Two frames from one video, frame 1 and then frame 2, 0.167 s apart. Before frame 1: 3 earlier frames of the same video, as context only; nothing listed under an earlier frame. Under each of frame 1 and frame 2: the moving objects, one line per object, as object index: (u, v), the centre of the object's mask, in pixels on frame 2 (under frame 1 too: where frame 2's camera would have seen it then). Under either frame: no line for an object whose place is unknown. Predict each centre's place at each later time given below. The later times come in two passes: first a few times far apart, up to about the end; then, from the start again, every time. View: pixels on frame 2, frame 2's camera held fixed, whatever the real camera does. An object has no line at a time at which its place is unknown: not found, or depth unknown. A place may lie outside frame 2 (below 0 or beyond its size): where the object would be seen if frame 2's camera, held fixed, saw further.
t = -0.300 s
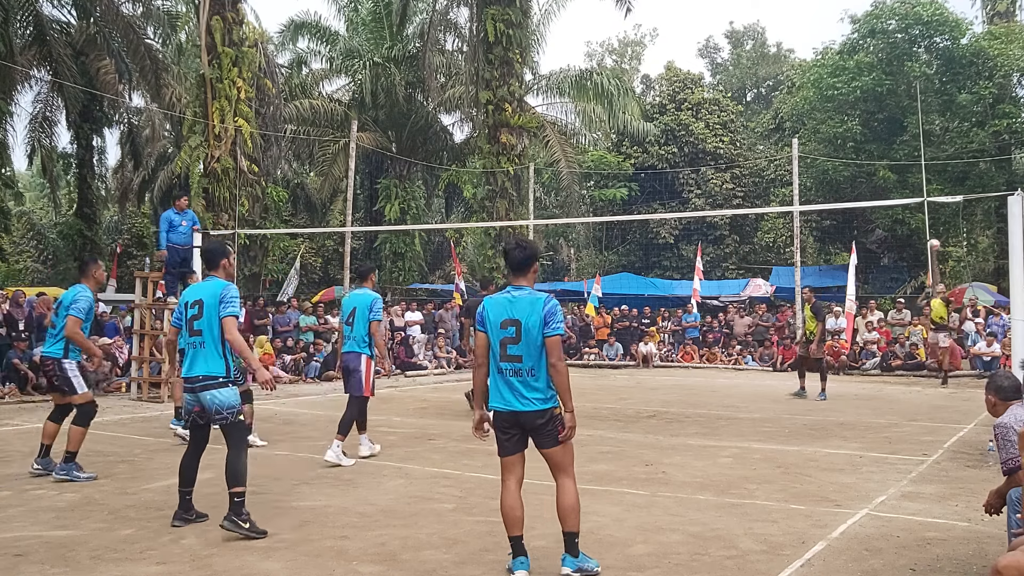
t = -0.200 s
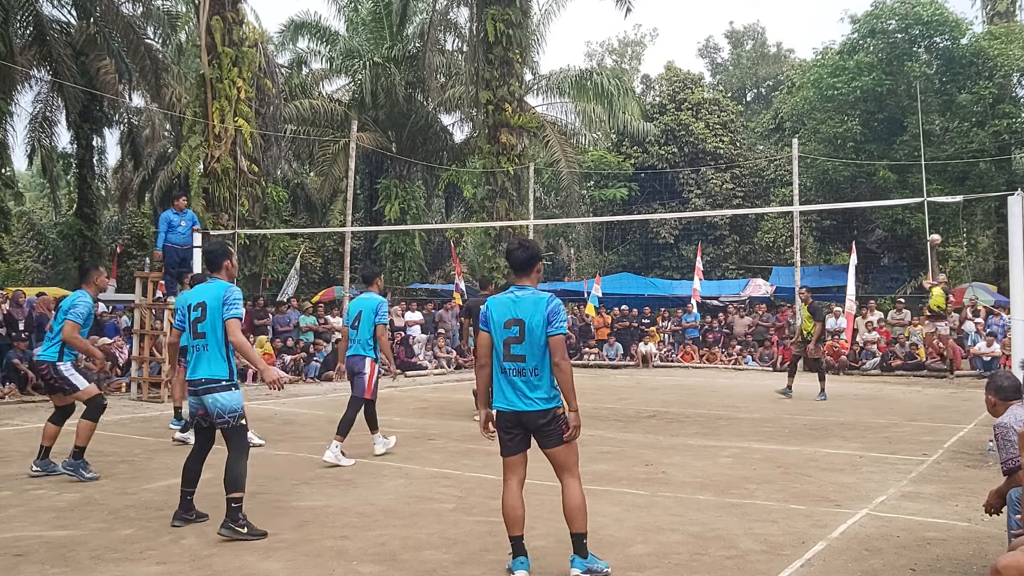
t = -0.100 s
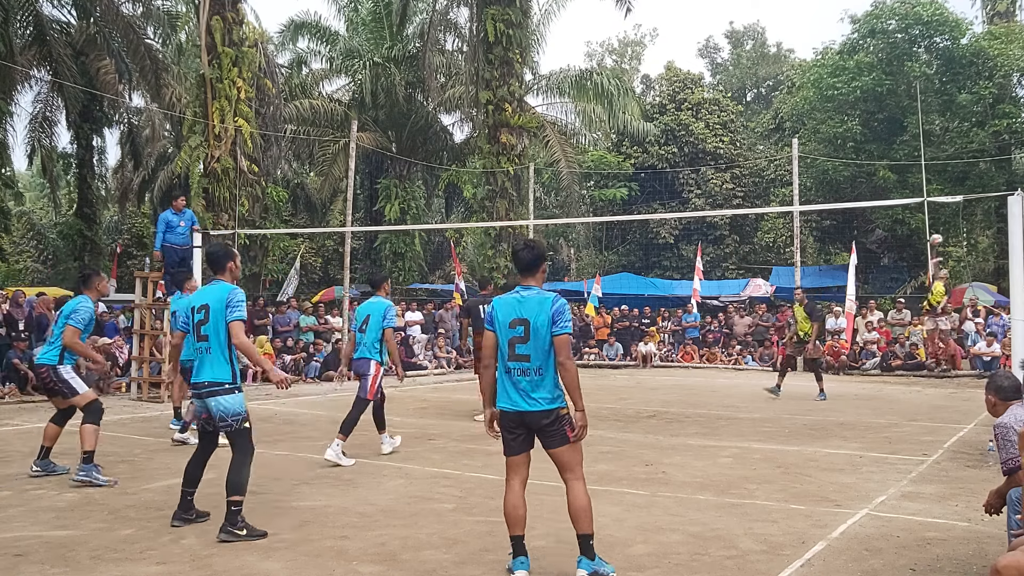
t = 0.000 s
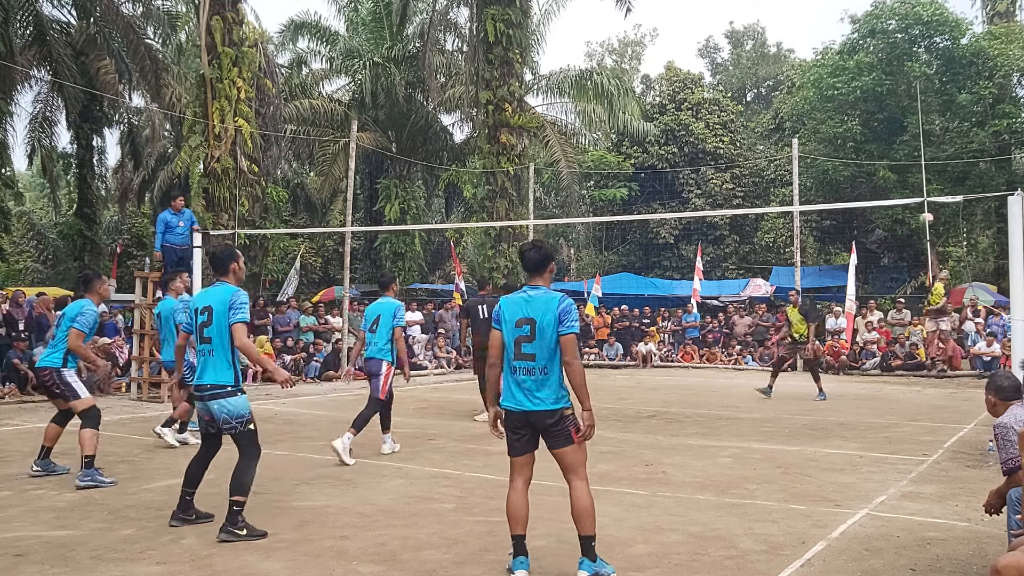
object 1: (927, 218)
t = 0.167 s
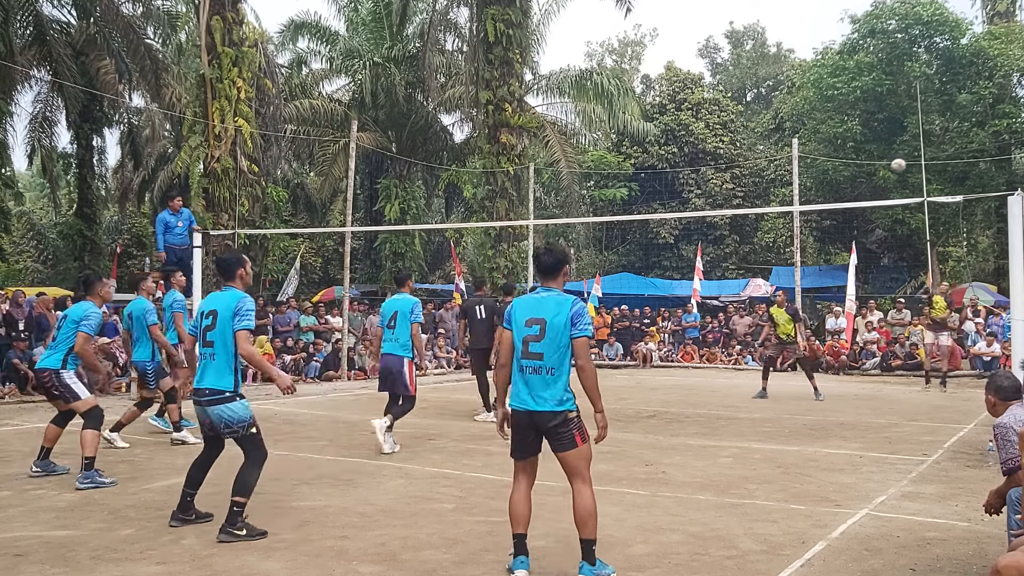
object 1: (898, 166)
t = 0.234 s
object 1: (886, 147)
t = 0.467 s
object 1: (837, 94)
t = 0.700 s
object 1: (768, 70)
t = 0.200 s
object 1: (892, 156)
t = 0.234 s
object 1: (886, 147)
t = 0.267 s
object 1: (881, 138)
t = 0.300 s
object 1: (874, 129)
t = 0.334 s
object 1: (868, 121)
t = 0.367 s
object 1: (861, 113)
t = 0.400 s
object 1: (853, 106)
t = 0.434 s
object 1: (846, 100)
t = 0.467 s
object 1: (837, 94)
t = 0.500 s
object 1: (829, 88)
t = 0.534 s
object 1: (820, 83)
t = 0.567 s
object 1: (811, 77)
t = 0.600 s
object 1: (801, 76)
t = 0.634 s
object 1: (791, 72)
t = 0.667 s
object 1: (779, 72)
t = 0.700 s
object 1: (768, 70)
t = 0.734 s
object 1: (756, 73)
